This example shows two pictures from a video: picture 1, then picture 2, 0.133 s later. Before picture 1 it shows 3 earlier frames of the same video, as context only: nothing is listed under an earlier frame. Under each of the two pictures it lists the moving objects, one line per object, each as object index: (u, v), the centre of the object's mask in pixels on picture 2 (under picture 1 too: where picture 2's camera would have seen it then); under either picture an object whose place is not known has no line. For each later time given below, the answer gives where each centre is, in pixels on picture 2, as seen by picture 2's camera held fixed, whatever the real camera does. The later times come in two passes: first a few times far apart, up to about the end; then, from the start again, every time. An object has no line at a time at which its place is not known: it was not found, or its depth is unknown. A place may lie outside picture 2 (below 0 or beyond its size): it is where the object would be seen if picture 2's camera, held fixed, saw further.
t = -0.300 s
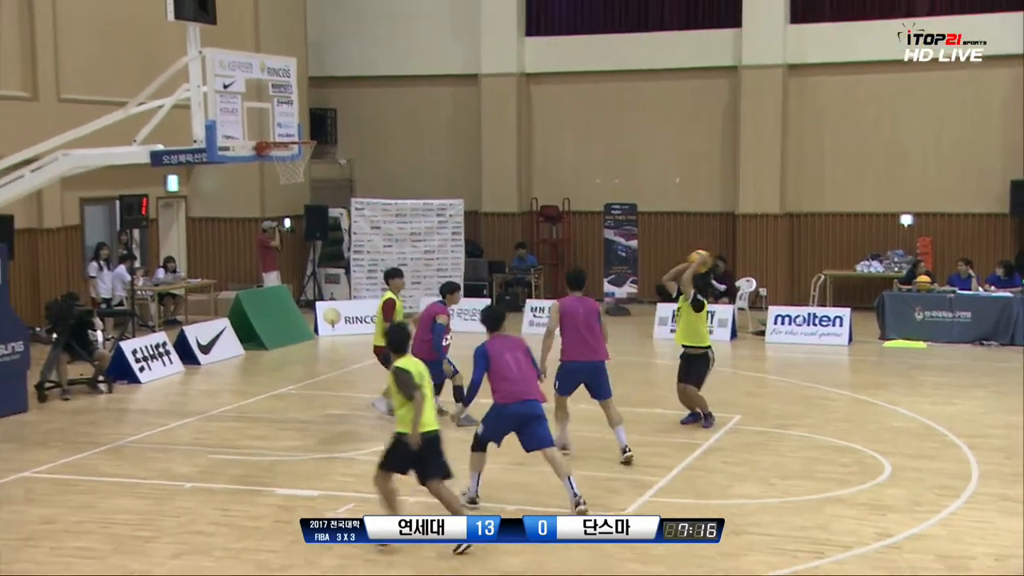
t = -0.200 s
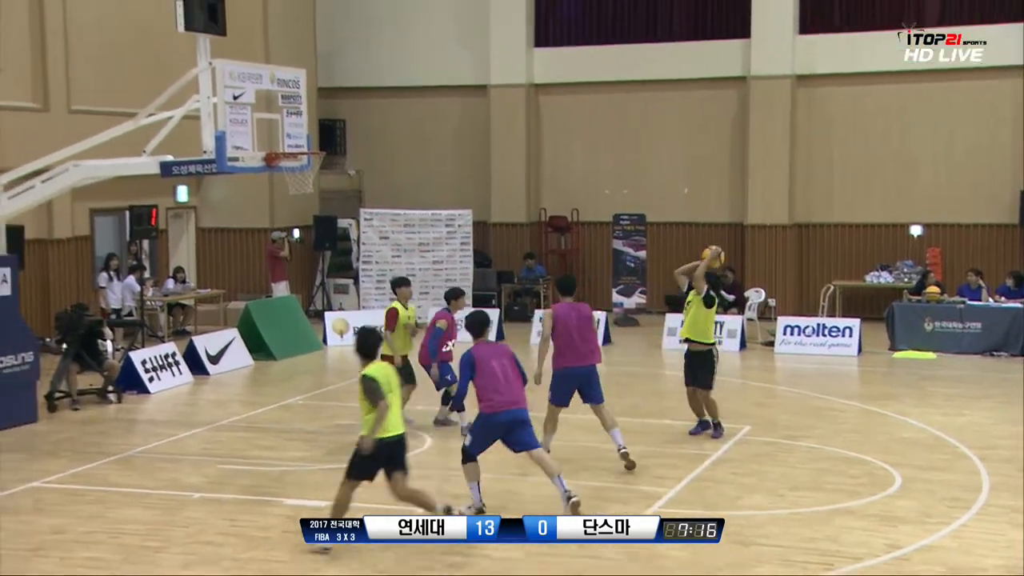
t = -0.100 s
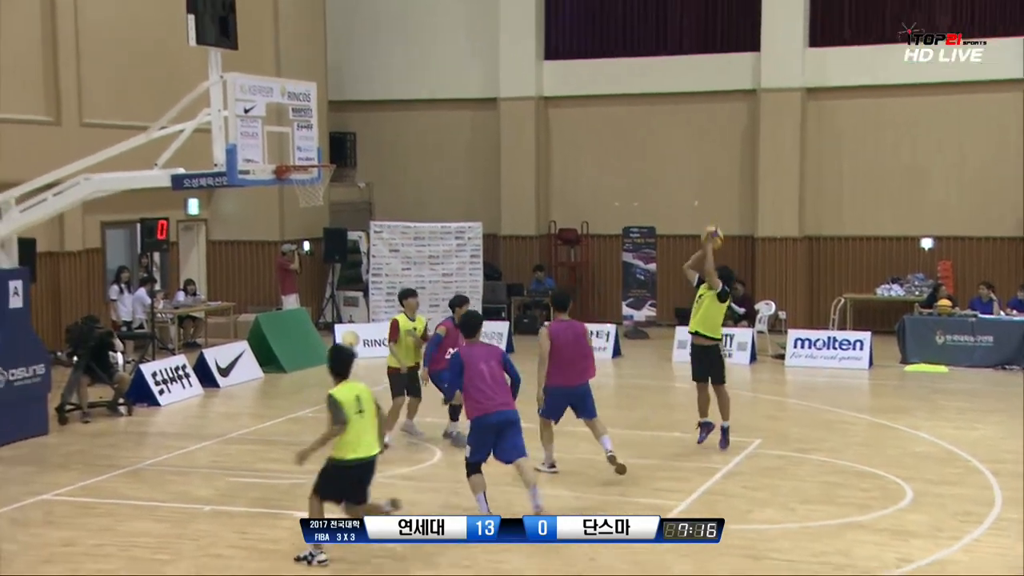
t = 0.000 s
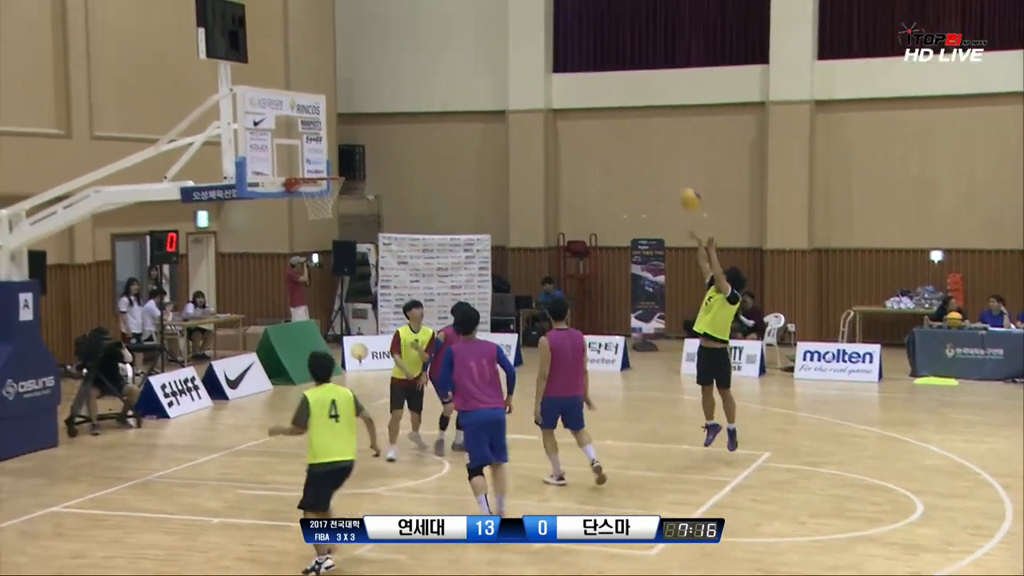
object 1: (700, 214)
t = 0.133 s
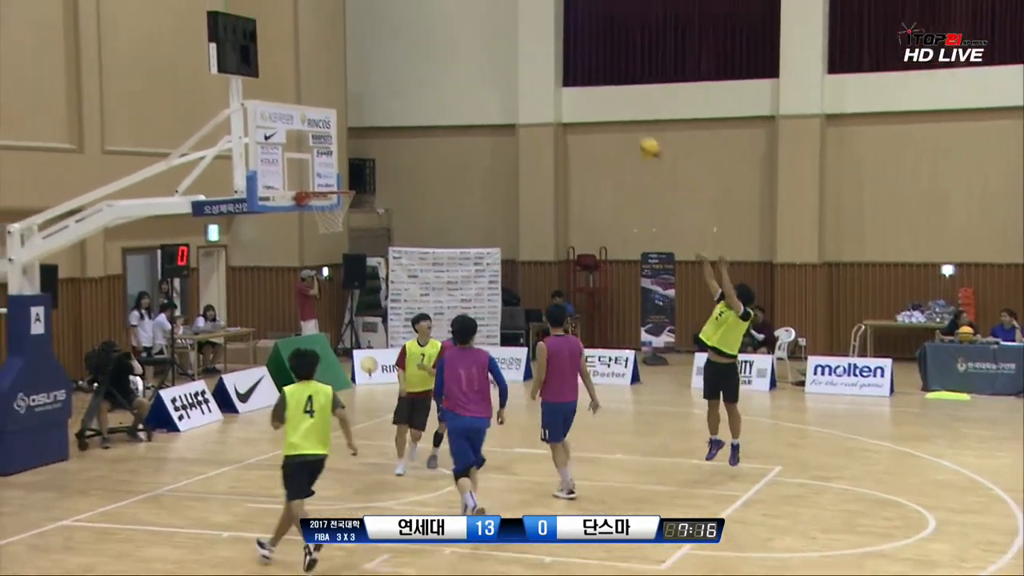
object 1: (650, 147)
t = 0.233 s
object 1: (612, 112)
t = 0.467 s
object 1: (523, 61)
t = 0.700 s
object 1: (433, 60)
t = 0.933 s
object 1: (343, 108)
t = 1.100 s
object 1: (286, 175)
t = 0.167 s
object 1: (638, 134)
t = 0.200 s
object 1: (625, 122)
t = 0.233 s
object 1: (612, 112)
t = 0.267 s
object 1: (599, 102)
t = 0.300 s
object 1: (586, 92)
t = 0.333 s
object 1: (574, 83)
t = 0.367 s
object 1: (562, 77)
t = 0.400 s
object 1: (547, 71)
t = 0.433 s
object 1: (535, 66)
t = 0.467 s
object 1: (523, 61)
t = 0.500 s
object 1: (510, 59)
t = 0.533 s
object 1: (496, 55)
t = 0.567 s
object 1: (484, 55)
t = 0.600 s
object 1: (471, 54)
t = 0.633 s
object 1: (458, 54)
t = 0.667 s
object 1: (446, 57)
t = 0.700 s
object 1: (433, 60)
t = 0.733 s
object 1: (421, 65)
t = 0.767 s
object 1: (407, 70)
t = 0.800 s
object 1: (395, 76)
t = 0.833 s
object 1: (382, 83)
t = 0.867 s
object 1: (369, 91)
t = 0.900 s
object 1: (356, 100)
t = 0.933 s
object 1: (343, 108)
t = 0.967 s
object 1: (332, 120)
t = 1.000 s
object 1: (319, 134)
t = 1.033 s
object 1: (306, 145)
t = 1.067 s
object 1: (294, 160)
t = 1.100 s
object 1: (286, 175)
